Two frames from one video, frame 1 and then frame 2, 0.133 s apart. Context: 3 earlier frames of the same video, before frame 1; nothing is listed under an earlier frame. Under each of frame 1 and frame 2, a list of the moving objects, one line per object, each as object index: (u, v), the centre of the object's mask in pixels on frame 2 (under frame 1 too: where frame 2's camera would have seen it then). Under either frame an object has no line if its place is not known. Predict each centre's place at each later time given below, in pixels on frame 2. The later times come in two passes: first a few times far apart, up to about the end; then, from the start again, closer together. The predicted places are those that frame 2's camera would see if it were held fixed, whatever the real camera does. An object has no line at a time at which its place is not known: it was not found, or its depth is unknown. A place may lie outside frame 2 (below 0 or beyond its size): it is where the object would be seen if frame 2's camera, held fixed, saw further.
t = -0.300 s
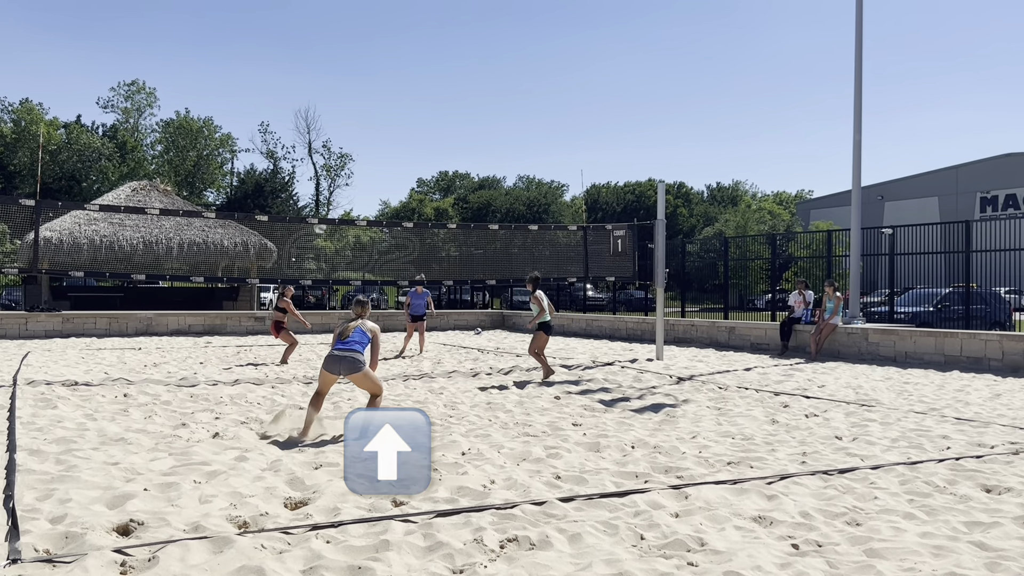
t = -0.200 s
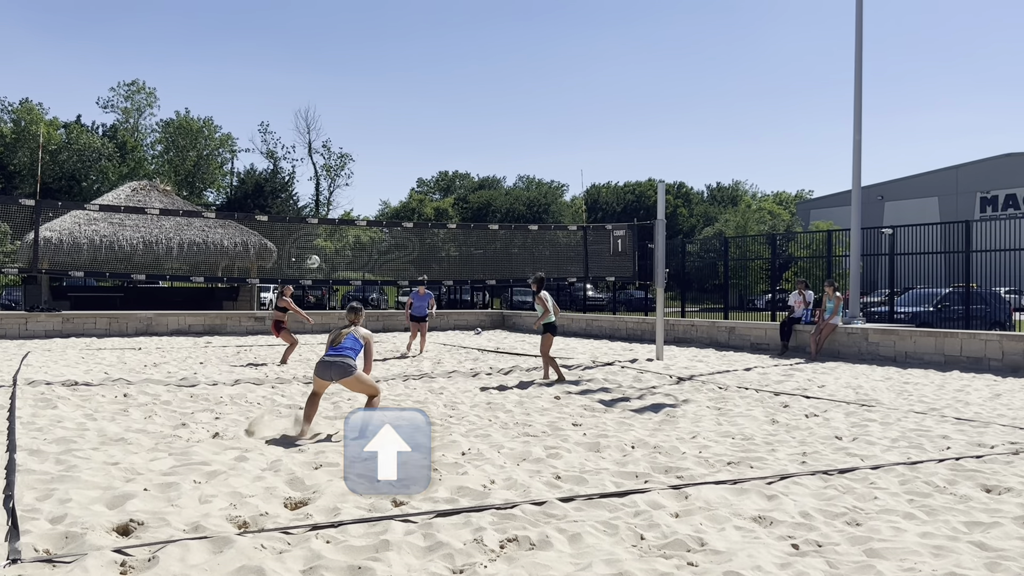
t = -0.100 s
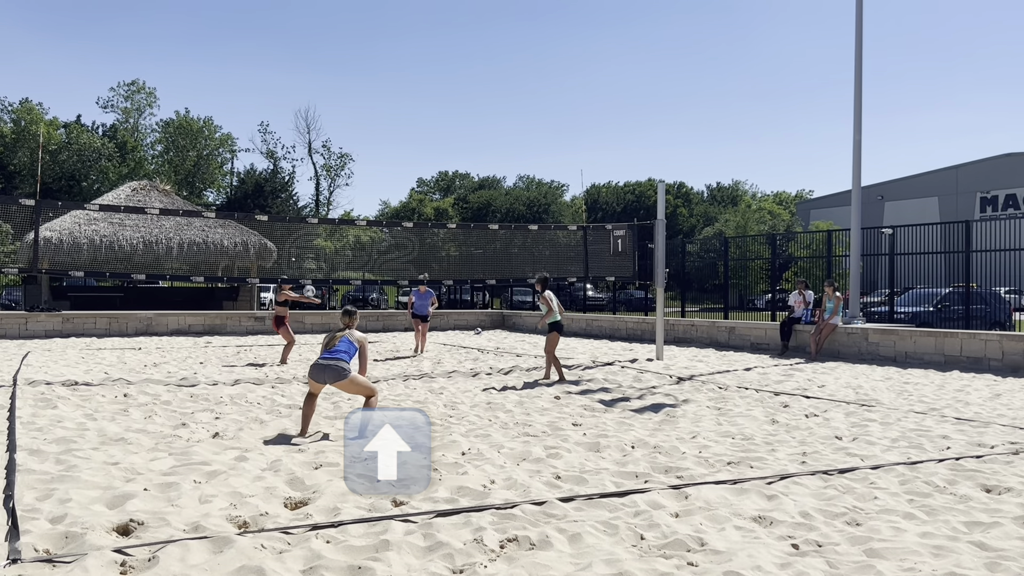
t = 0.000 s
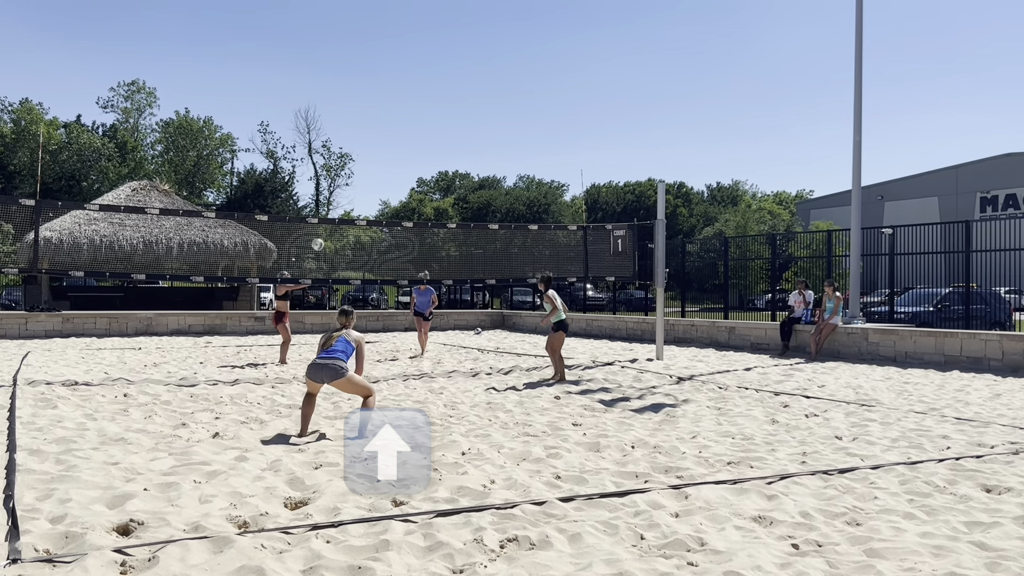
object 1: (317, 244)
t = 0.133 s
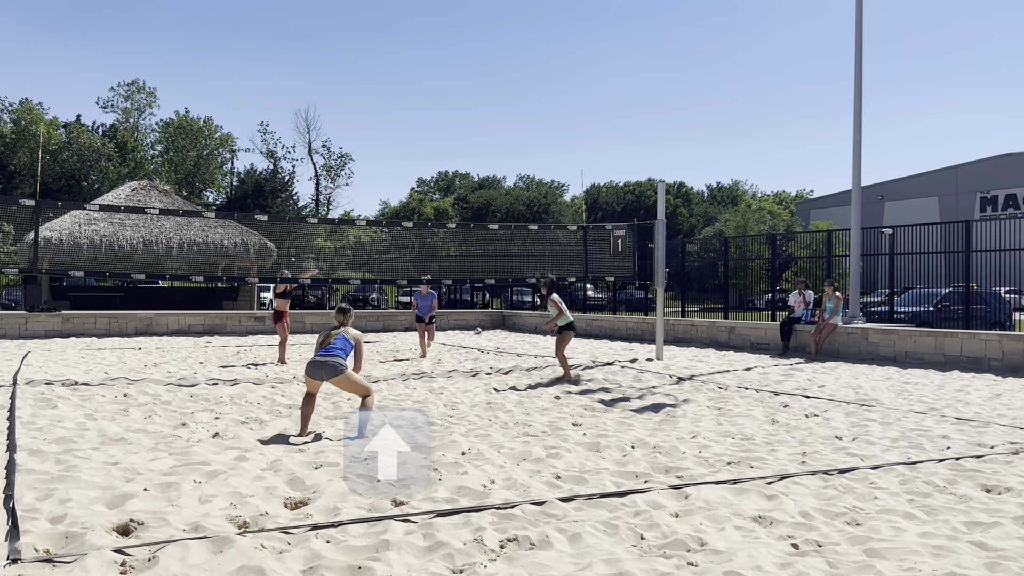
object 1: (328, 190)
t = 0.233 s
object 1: (337, 154)
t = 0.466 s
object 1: (353, 94)
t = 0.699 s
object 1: (368, 62)
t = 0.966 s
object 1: (383, 63)
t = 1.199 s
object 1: (391, 96)
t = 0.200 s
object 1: (334, 166)
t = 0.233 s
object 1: (337, 154)
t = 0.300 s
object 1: (341, 134)
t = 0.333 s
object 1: (344, 125)
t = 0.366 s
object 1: (346, 117)
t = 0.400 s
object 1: (348, 108)
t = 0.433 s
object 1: (351, 101)
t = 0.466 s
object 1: (353, 94)
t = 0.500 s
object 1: (356, 87)
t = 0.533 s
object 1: (358, 81)
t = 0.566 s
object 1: (360, 76)
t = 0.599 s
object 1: (362, 72)
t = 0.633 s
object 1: (364, 68)
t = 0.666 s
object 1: (366, 64)
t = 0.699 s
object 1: (368, 62)
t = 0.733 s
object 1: (370, 59)
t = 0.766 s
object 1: (373, 58)
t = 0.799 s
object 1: (374, 57)
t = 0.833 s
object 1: (376, 57)
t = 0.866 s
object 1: (378, 57)
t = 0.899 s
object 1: (380, 58)
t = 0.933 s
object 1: (381, 60)
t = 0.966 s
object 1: (383, 63)
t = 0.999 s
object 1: (384, 66)
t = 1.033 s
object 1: (385, 69)
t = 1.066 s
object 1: (387, 73)
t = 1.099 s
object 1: (388, 78)
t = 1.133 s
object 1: (389, 83)
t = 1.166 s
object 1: (390, 89)
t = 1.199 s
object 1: (391, 96)
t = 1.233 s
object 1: (392, 103)
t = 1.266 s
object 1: (393, 111)
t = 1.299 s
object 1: (394, 120)
